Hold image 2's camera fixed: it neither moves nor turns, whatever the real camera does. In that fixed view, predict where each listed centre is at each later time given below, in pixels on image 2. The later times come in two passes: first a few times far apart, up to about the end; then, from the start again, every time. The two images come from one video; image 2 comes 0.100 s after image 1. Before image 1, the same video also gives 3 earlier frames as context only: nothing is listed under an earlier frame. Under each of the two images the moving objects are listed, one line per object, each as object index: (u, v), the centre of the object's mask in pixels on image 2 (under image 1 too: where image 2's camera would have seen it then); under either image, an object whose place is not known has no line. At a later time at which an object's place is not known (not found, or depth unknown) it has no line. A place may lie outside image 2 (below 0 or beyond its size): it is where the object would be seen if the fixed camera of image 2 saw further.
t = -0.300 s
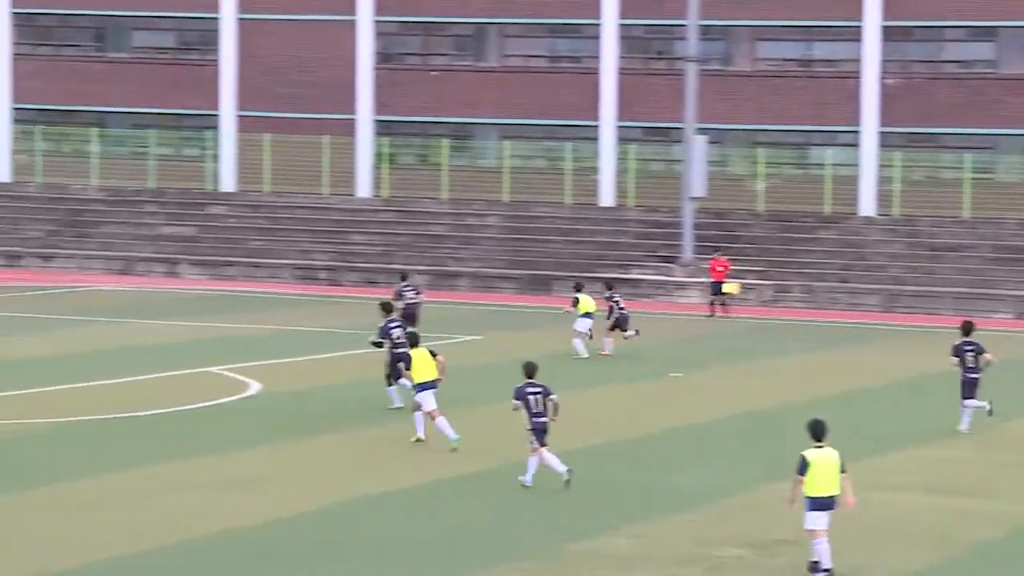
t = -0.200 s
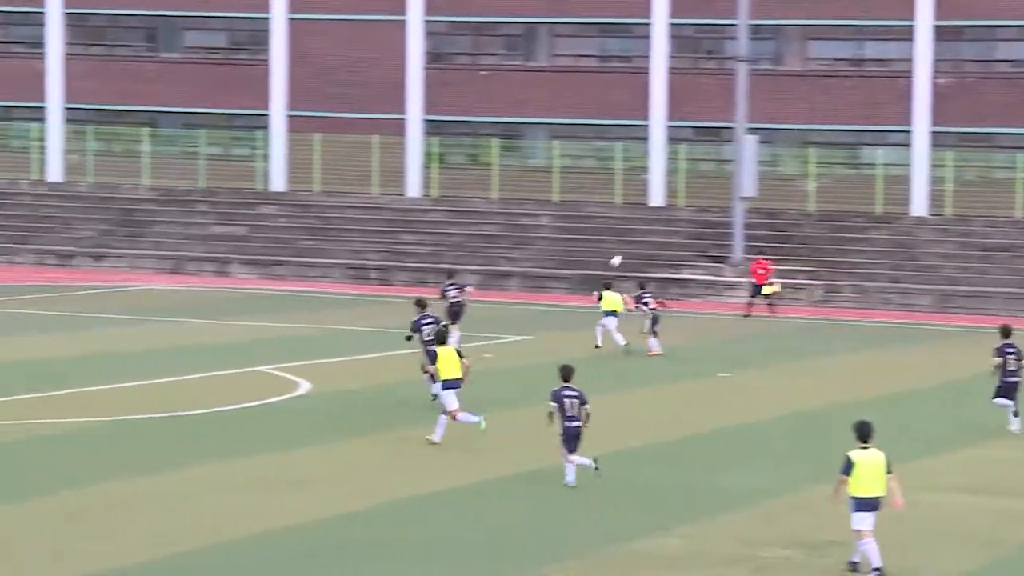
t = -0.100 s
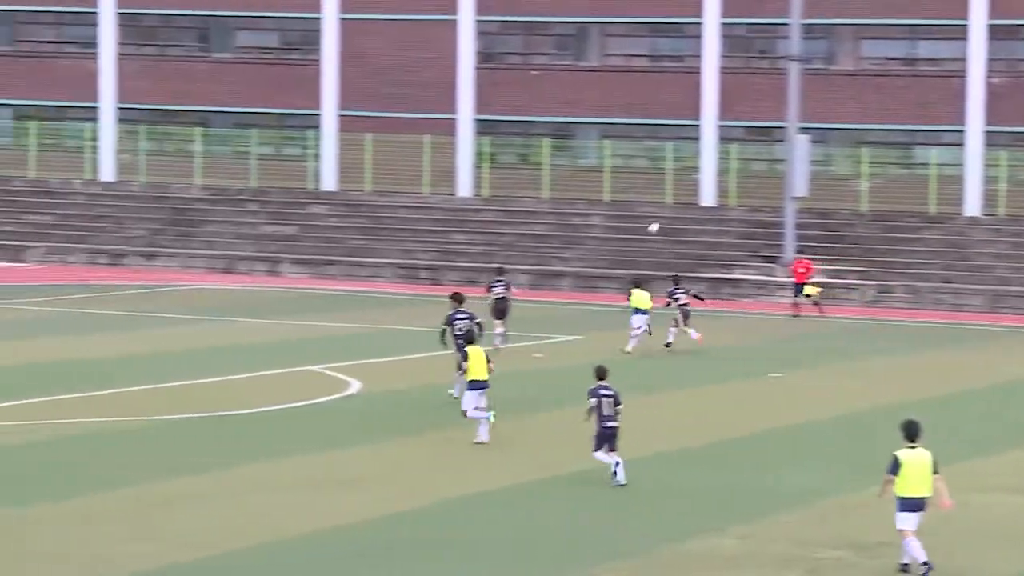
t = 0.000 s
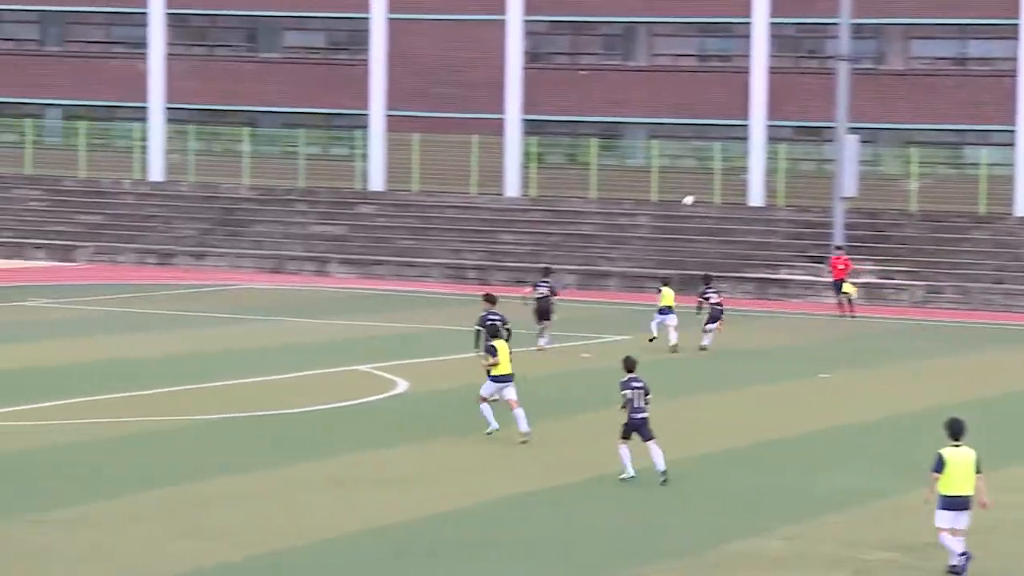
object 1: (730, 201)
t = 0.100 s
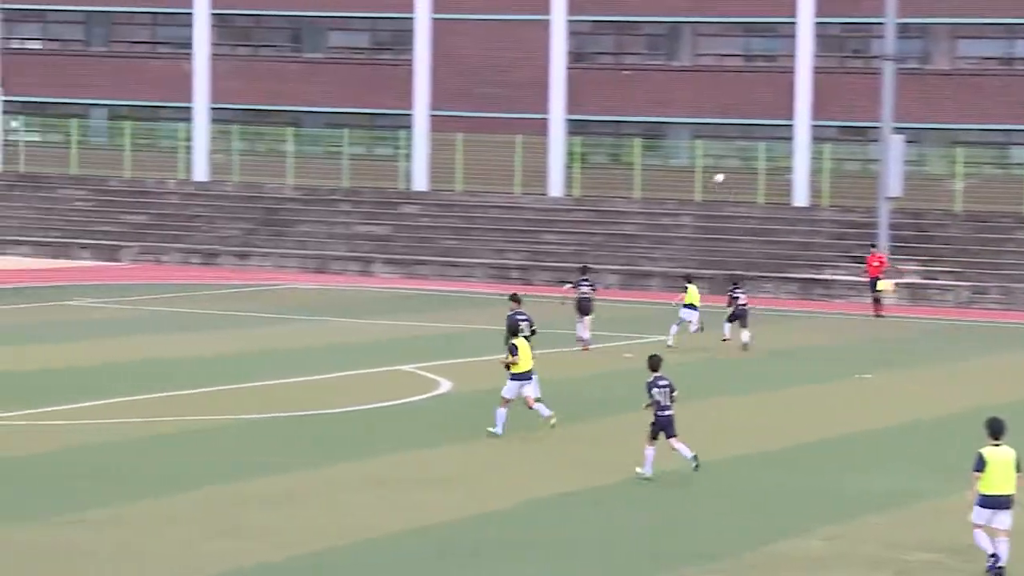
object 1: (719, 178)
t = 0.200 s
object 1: (707, 160)
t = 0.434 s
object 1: (679, 137)
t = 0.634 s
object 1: (655, 137)
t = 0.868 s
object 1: (627, 157)
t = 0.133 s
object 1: (715, 171)
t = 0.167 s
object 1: (710, 166)
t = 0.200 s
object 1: (707, 160)
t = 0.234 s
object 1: (703, 155)
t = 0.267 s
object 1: (699, 151)
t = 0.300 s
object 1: (696, 148)
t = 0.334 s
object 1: (692, 144)
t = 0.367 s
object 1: (686, 141)
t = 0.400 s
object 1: (683, 139)
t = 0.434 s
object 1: (679, 137)
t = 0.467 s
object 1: (675, 136)
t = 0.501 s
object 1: (670, 135)
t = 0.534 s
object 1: (667, 135)
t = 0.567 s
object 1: (663, 135)
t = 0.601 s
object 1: (659, 135)
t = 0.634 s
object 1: (655, 137)
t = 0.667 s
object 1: (650, 138)
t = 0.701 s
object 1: (647, 140)
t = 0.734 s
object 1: (643, 141)
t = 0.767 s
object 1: (638, 145)
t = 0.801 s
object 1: (635, 149)
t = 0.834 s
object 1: (631, 153)
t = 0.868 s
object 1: (627, 157)
